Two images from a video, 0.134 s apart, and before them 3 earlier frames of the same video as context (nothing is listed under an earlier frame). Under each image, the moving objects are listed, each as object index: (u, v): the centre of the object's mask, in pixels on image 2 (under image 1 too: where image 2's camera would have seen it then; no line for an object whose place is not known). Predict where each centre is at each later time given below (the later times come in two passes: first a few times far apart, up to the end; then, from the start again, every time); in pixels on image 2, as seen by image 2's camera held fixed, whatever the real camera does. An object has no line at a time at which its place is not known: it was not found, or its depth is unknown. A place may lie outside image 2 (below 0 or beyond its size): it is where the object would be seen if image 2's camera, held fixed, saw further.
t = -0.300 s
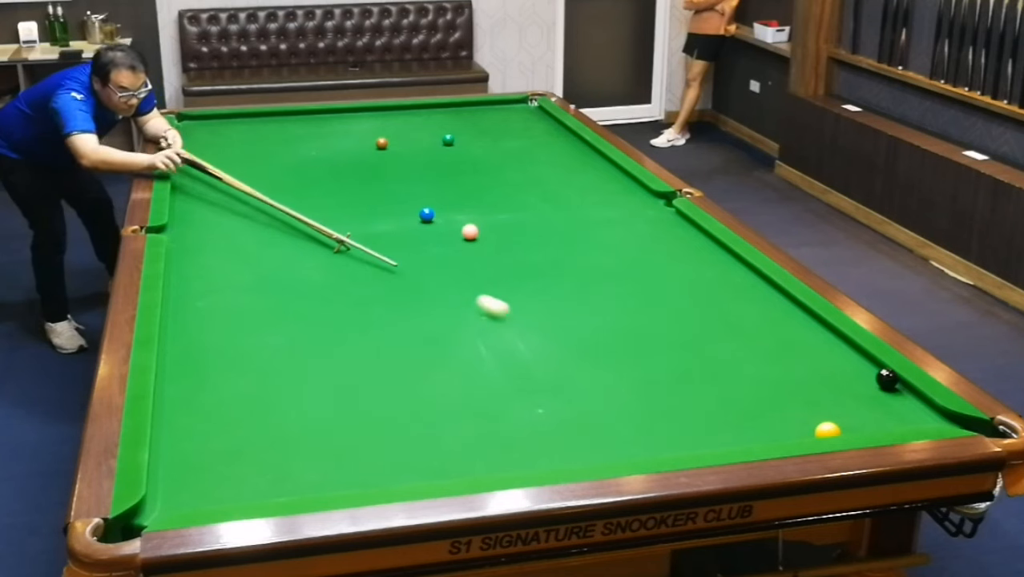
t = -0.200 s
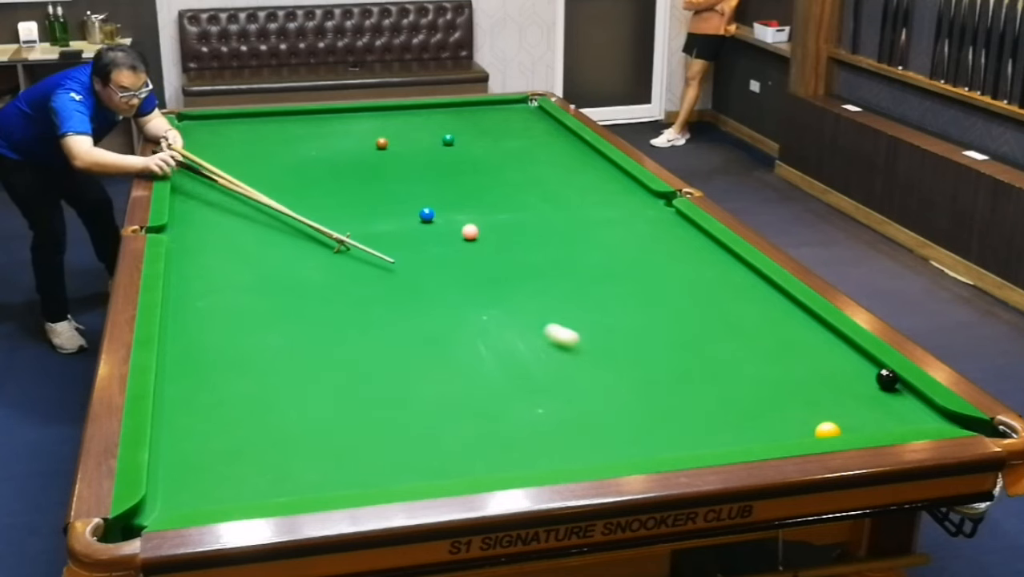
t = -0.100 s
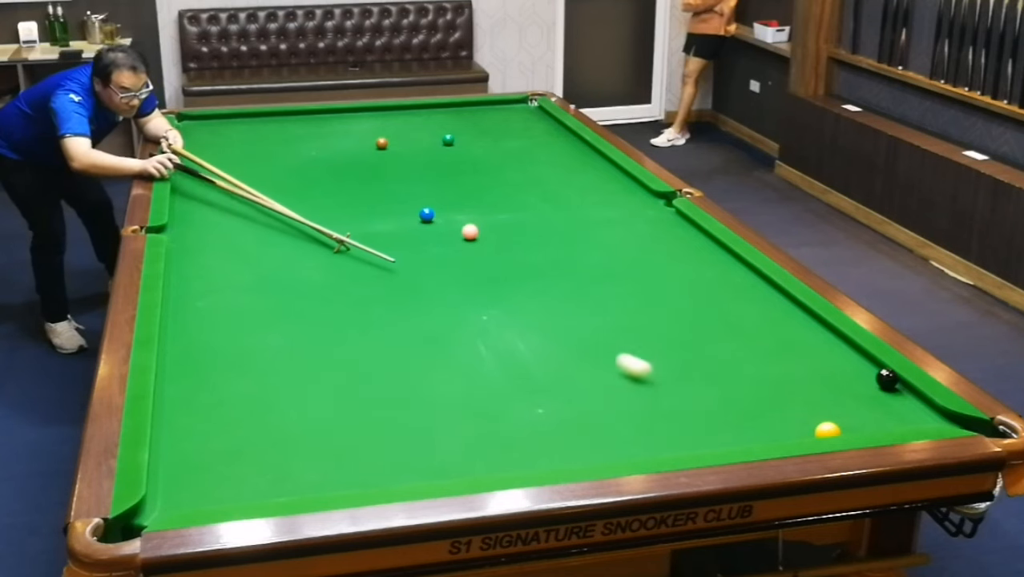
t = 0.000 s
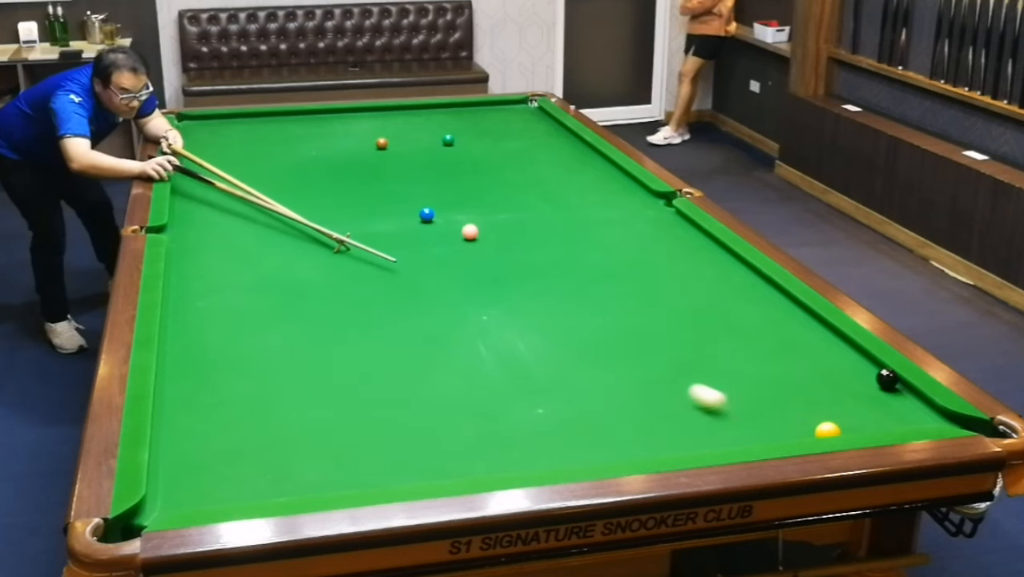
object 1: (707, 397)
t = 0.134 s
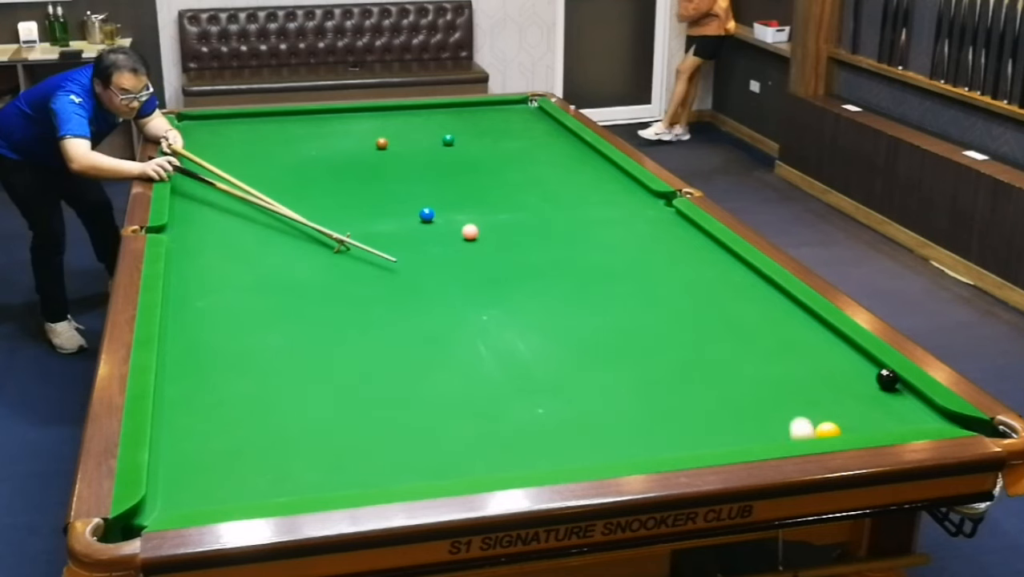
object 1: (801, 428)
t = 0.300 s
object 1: (797, 378)
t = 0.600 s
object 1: (803, 313)
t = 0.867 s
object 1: (722, 281)
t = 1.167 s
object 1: (642, 251)
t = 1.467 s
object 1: (575, 226)
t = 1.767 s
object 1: (518, 205)
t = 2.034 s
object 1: (475, 188)
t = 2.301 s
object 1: (436, 173)
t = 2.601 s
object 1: (398, 158)
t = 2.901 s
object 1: (364, 145)
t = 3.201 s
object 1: (334, 133)
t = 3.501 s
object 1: (307, 123)
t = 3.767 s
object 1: (286, 115)
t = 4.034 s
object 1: (270, 118)
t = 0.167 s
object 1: (800, 419)
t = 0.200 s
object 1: (798, 408)
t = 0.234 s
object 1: (797, 397)
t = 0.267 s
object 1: (797, 388)
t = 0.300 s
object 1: (797, 378)
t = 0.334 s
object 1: (798, 370)
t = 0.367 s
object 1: (799, 363)
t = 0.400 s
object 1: (800, 355)
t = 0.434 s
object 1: (800, 348)
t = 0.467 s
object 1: (801, 340)
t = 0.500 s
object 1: (802, 333)
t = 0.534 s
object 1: (802, 326)
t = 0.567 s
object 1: (804, 320)
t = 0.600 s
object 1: (803, 313)
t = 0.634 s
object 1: (796, 309)
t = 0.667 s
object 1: (783, 305)
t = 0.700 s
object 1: (773, 301)
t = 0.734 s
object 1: (762, 297)
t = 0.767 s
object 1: (752, 293)
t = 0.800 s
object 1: (741, 289)
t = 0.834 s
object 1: (731, 285)
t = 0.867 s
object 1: (722, 281)
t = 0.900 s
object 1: (712, 278)
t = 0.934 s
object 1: (703, 274)
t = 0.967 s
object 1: (693, 270)
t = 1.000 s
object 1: (684, 267)
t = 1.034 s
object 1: (676, 264)
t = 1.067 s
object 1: (667, 261)
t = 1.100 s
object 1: (658, 257)
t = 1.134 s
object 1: (650, 254)
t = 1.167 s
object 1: (642, 251)
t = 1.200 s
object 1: (634, 248)
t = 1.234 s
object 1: (626, 245)
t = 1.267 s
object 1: (619, 242)
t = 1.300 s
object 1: (611, 239)
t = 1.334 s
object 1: (603, 237)
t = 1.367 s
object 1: (596, 234)
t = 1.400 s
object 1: (589, 231)
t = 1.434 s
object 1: (582, 228)
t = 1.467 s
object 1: (575, 226)
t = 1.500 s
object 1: (568, 223)
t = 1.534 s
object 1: (561, 221)
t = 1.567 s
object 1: (555, 218)
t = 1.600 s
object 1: (549, 216)
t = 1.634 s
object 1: (542, 214)
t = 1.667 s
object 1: (536, 211)
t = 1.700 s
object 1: (530, 209)
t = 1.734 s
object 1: (524, 207)
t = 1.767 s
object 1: (518, 205)
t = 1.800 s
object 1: (513, 202)
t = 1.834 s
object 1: (507, 200)
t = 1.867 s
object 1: (501, 198)
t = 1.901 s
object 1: (496, 196)
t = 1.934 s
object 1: (490, 194)
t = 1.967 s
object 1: (485, 192)
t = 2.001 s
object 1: (480, 190)
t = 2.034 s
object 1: (475, 188)
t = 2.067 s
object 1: (470, 186)
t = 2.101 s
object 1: (465, 184)
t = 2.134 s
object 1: (460, 182)
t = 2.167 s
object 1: (455, 180)
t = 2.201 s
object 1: (450, 179)
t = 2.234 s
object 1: (446, 177)
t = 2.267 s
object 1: (441, 175)
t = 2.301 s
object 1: (436, 173)
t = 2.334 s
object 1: (432, 171)
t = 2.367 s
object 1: (427, 170)
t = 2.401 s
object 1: (423, 168)
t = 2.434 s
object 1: (419, 166)
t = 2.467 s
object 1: (415, 165)
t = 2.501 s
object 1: (410, 163)
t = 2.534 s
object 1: (406, 161)
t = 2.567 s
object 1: (402, 160)
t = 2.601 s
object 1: (398, 158)
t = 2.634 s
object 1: (394, 157)
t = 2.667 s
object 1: (390, 156)
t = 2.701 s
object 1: (386, 154)
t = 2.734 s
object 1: (382, 153)
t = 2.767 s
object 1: (379, 151)
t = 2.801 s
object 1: (375, 150)
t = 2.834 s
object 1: (371, 148)
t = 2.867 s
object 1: (367, 147)
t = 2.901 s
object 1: (364, 145)
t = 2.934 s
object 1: (361, 144)
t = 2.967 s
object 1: (357, 143)
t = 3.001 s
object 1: (354, 141)
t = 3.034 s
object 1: (351, 140)
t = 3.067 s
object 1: (348, 139)
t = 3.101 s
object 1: (344, 137)
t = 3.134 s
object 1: (341, 136)
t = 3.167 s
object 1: (337, 135)
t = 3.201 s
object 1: (334, 133)
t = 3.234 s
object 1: (331, 132)
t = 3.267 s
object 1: (328, 131)
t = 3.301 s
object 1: (324, 130)
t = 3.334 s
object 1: (321, 129)
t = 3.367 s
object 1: (318, 128)
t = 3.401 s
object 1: (316, 127)
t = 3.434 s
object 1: (313, 125)
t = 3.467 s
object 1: (310, 124)
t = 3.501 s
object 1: (307, 123)
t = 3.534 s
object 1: (305, 122)
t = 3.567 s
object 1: (302, 121)
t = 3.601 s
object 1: (299, 120)
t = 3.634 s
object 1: (296, 119)
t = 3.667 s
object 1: (294, 118)
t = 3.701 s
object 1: (291, 117)
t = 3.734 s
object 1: (288, 116)
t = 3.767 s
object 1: (286, 115)
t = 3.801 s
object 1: (283, 114)
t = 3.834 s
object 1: (281, 113)
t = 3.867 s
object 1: (279, 113)
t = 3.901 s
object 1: (277, 114)
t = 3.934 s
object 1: (275, 115)
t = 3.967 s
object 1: (273, 116)
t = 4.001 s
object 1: (271, 117)
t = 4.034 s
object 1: (270, 118)
